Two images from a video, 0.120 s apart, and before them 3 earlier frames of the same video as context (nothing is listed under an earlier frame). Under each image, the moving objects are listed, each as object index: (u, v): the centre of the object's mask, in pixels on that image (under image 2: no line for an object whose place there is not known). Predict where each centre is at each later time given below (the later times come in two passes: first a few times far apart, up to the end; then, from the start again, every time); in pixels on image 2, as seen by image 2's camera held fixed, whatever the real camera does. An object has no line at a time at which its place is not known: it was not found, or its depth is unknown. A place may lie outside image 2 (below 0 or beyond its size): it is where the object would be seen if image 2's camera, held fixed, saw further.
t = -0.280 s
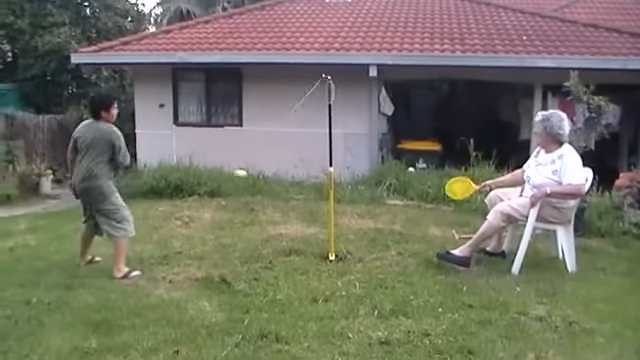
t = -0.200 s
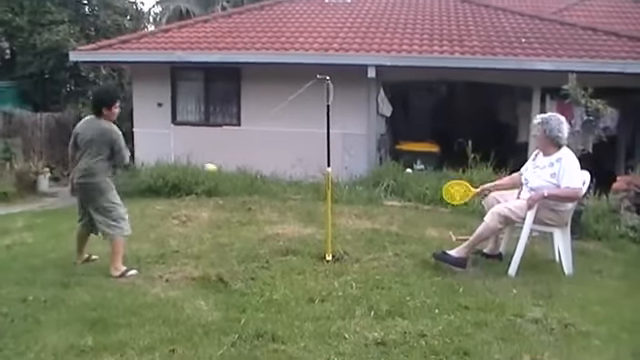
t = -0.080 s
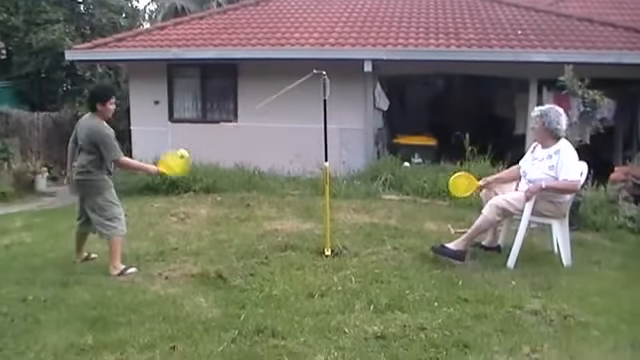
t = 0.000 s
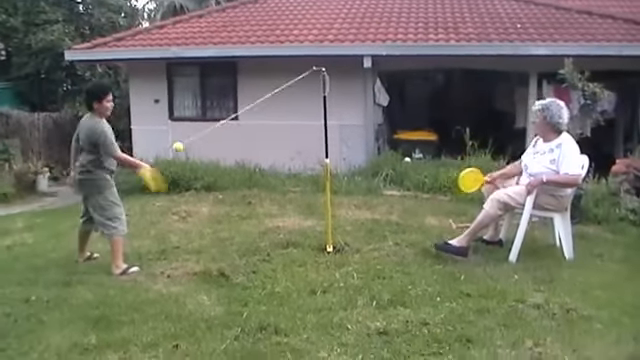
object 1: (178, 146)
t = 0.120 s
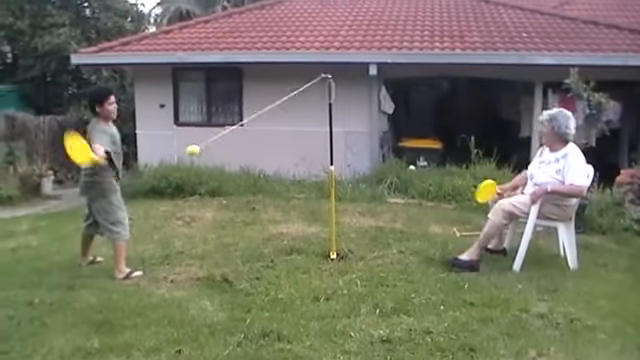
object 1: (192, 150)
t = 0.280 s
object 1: (242, 165)
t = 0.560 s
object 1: (376, 213)
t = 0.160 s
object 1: (201, 151)
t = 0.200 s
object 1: (213, 154)
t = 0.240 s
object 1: (226, 158)
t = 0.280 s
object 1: (242, 165)
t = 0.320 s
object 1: (258, 172)
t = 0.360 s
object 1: (278, 180)
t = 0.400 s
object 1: (299, 187)
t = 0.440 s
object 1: (318, 195)
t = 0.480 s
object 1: (339, 203)
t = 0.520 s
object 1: (359, 208)
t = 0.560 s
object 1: (376, 213)
